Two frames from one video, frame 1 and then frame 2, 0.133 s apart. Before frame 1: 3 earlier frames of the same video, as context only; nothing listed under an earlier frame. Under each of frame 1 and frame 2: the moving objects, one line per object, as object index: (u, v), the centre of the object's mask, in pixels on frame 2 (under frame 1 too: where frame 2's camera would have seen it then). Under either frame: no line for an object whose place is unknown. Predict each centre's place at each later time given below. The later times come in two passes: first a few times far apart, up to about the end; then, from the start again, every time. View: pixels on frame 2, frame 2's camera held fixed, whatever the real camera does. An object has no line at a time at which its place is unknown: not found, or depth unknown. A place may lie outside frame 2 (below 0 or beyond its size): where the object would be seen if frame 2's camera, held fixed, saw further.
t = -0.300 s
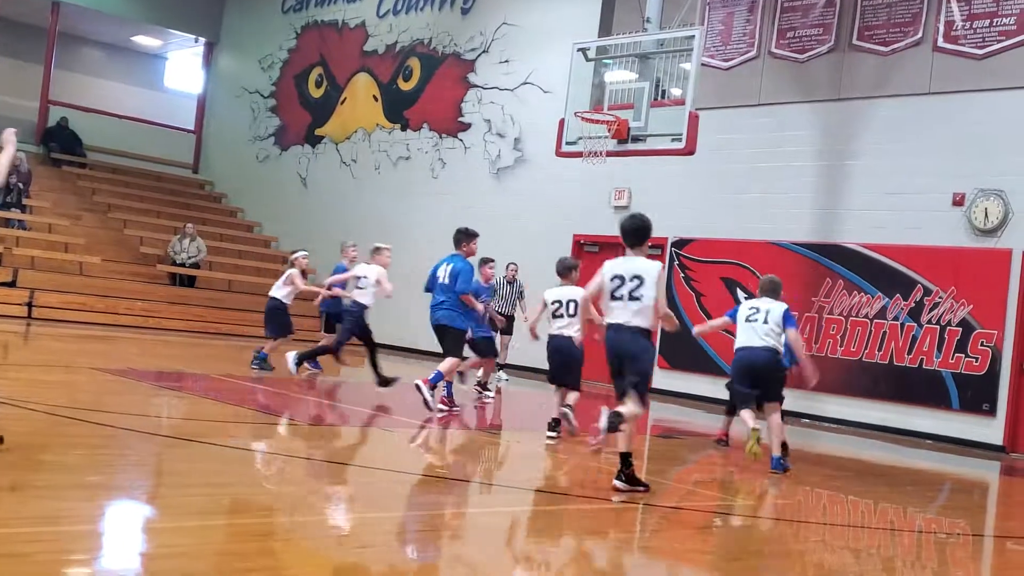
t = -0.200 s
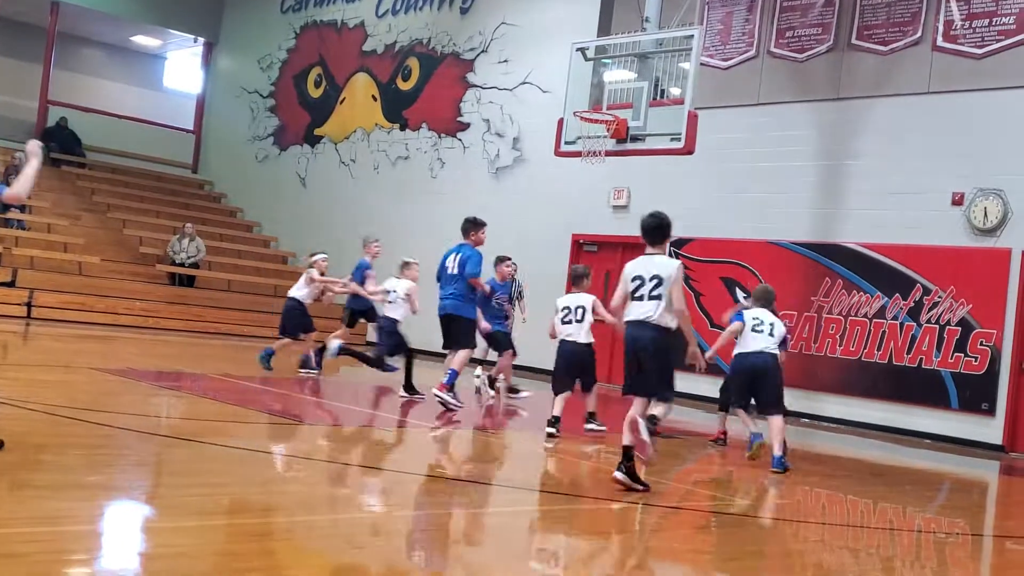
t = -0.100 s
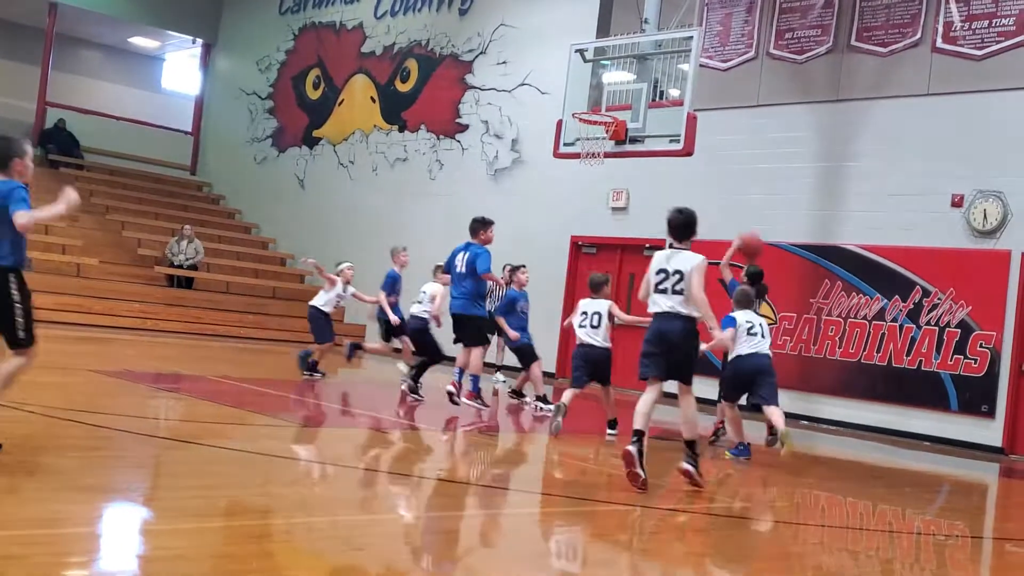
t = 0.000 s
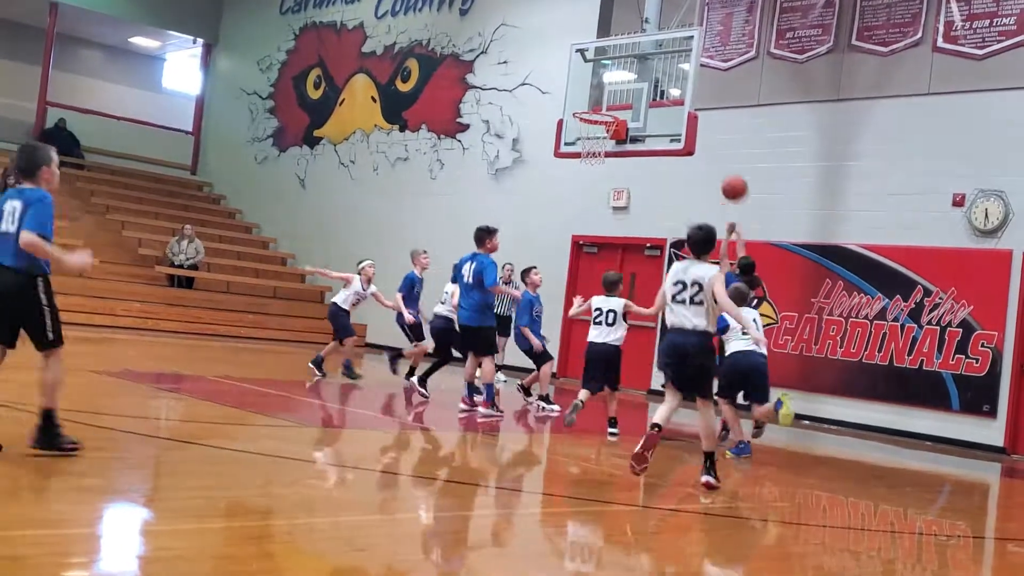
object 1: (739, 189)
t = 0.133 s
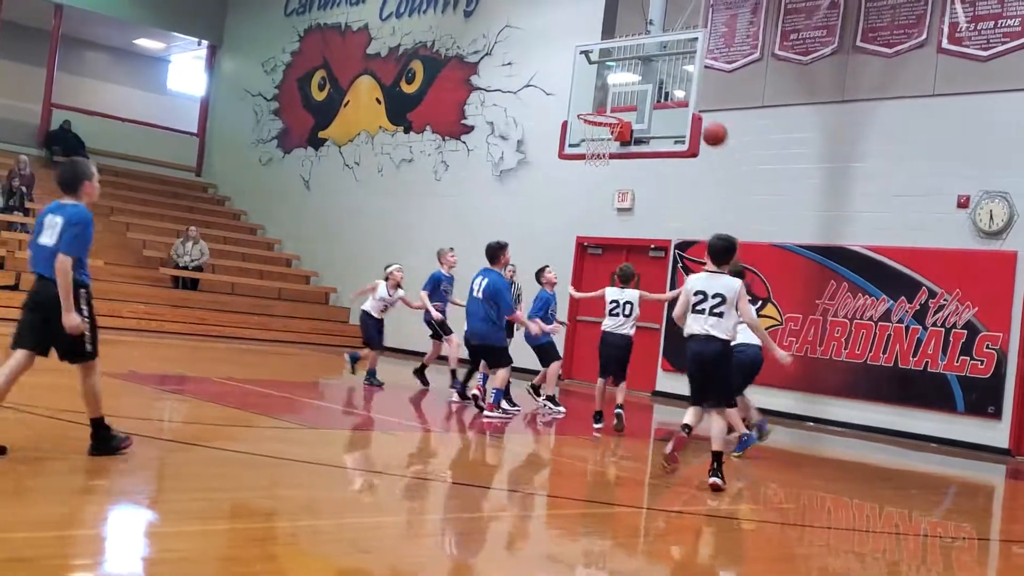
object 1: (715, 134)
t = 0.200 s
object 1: (703, 115)
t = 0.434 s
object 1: (661, 85)
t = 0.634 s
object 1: (622, 103)
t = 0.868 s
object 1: (588, 96)
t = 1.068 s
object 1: (557, 111)
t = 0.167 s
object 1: (709, 123)
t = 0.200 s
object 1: (703, 115)
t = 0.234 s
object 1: (697, 107)
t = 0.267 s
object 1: (691, 100)
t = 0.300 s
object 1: (685, 95)
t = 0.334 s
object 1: (679, 91)
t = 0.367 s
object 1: (673, 87)
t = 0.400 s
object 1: (667, 86)
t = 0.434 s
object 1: (661, 85)
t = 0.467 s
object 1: (655, 85)
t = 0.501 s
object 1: (649, 86)
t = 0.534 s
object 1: (642, 89)
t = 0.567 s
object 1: (635, 92)
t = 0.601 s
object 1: (629, 97)
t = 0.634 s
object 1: (622, 103)
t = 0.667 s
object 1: (617, 108)
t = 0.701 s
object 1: (609, 110)
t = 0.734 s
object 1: (606, 106)
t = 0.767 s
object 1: (602, 103)
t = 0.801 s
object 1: (597, 99)
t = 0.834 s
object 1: (593, 97)
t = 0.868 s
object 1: (588, 96)
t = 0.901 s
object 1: (583, 96)
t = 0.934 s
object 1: (578, 97)
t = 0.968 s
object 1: (573, 99)
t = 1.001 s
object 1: (568, 102)
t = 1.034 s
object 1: (563, 106)
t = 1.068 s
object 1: (557, 111)
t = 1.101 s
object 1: (552, 117)
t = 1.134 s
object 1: (546, 124)
